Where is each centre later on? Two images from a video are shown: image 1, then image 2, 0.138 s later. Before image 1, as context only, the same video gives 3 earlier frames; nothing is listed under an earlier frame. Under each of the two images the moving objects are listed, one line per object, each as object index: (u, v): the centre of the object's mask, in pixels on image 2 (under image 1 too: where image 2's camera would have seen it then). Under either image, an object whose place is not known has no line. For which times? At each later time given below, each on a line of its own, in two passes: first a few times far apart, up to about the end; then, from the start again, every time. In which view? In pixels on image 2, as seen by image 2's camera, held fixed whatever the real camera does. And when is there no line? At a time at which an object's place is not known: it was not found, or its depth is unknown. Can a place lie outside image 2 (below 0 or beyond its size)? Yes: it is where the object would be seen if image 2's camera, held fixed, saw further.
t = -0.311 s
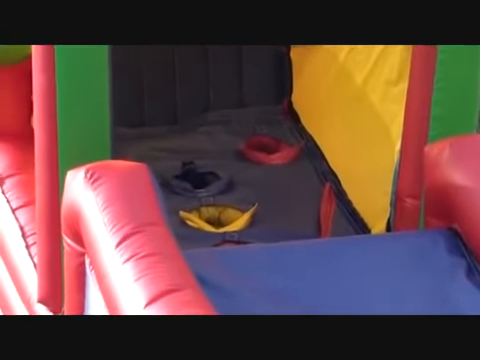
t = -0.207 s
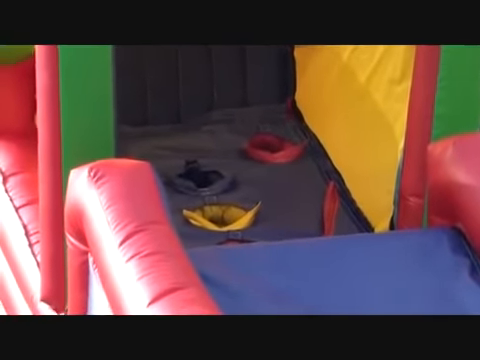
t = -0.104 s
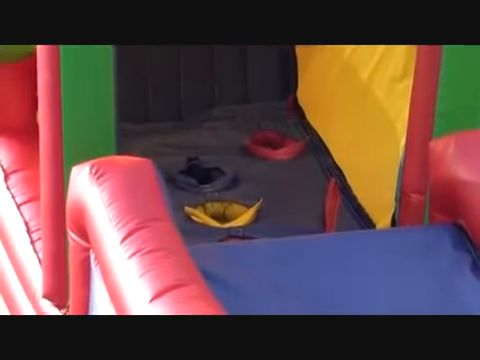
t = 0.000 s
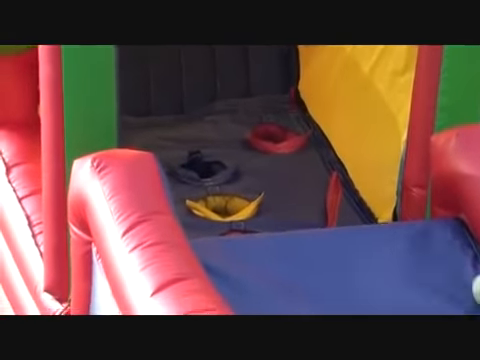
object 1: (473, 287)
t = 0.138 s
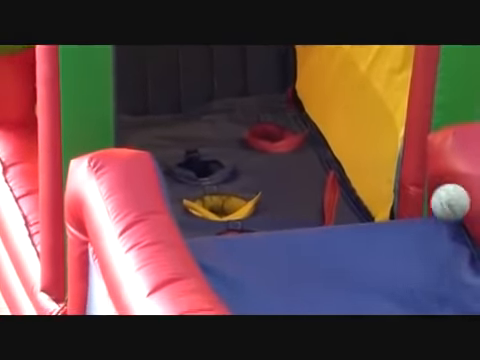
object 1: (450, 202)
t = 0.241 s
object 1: (424, 169)
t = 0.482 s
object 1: (366, 199)
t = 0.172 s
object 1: (441, 188)
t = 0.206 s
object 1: (432, 177)
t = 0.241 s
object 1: (424, 169)
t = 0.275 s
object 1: (415, 164)
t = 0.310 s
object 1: (407, 162)
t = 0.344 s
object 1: (399, 163)
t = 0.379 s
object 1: (391, 168)
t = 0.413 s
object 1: (382, 175)
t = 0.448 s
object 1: (375, 186)
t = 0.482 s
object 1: (366, 199)
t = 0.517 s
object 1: (359, 211)
